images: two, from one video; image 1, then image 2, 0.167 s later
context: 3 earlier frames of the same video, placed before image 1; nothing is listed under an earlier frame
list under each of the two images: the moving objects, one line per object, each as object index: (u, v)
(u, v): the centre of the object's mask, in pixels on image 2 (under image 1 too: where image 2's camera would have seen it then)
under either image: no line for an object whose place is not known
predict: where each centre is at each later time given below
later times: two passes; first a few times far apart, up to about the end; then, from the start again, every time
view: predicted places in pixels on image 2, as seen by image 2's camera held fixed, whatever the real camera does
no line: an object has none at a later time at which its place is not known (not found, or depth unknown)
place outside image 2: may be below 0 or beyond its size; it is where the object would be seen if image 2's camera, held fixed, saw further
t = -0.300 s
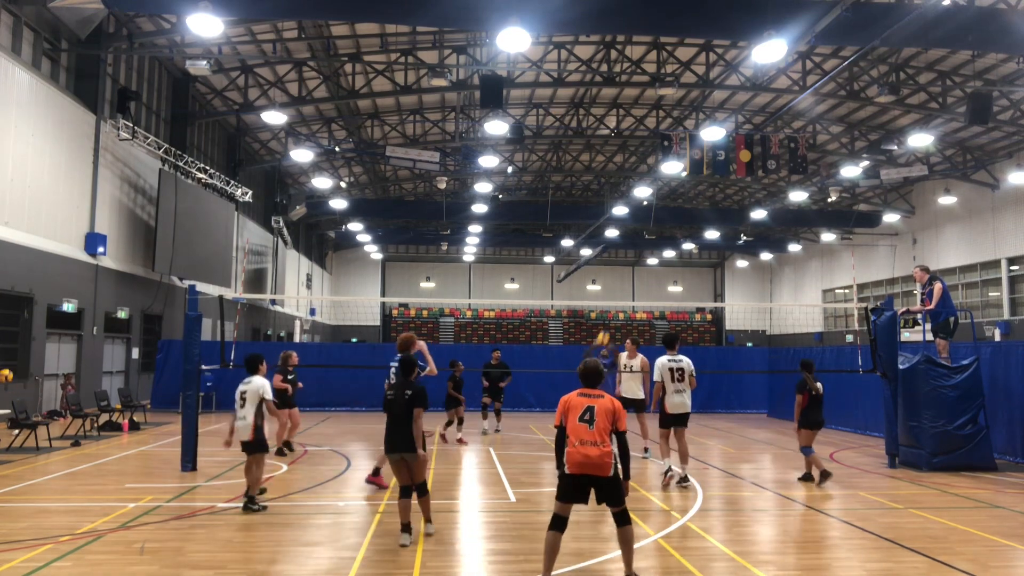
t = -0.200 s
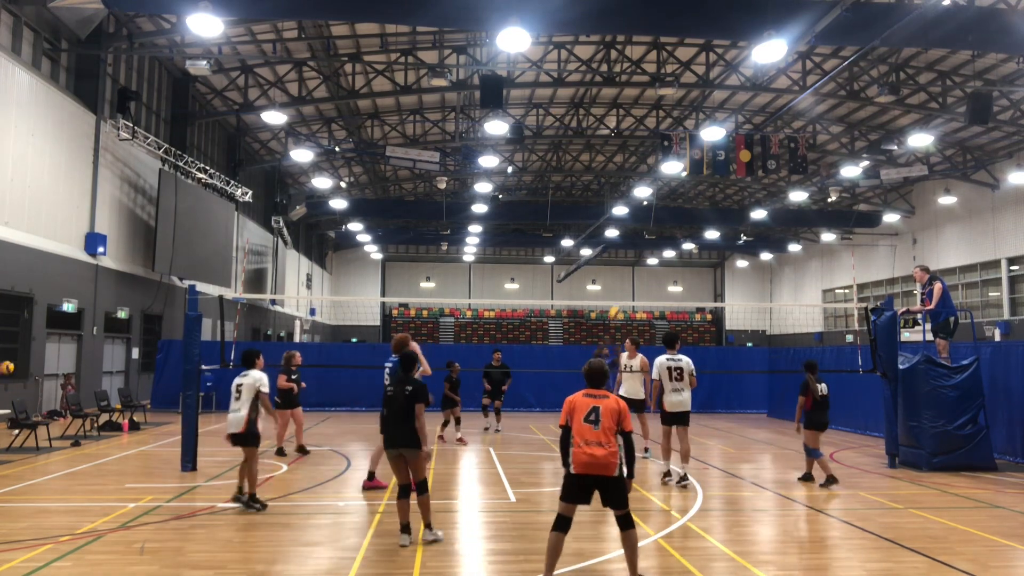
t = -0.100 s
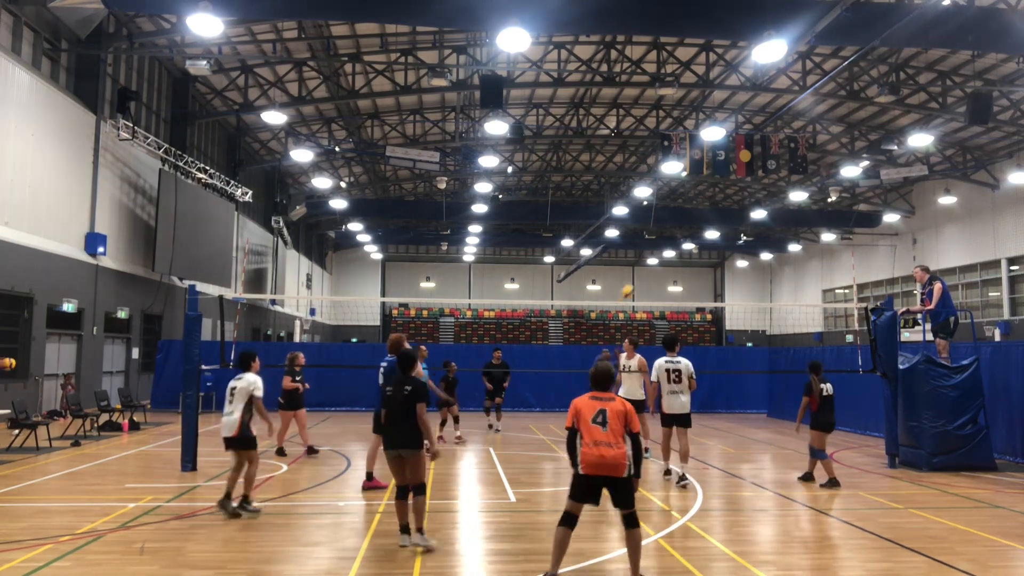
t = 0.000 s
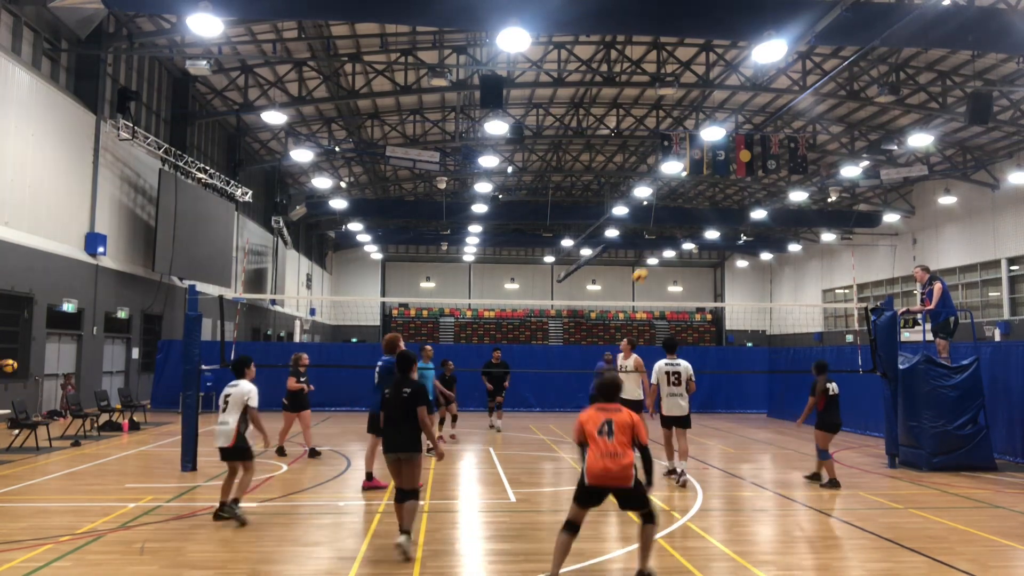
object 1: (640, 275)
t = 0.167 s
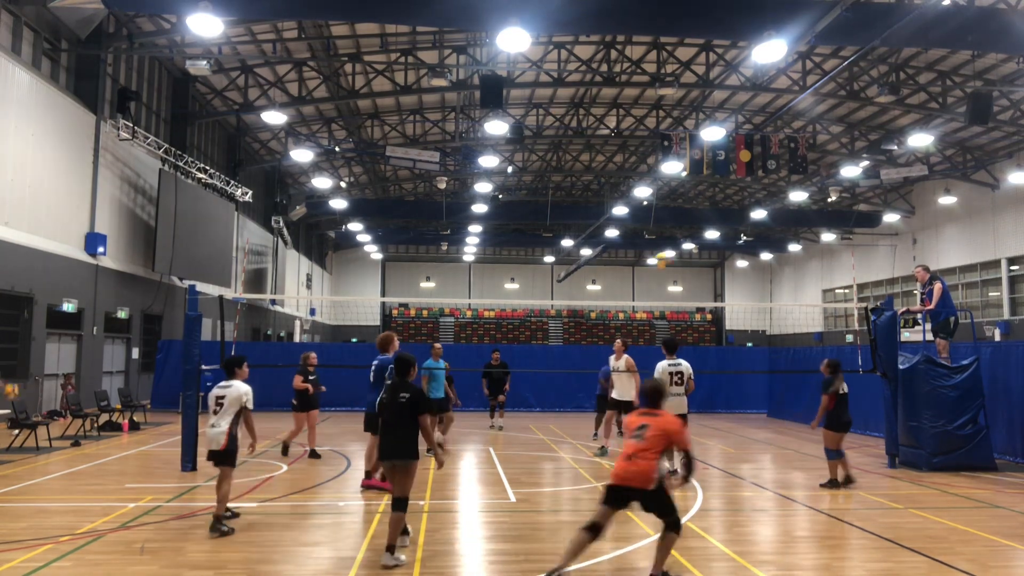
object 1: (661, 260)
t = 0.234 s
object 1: (674, 258)
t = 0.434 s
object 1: (711, 273)
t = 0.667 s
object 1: (768, 347)
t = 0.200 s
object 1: (667, 258)
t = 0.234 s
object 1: (674, 258)
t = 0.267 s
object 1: (679, 258)
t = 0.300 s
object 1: (685, 259)
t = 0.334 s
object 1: (691, 261)
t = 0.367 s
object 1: (697, 264)
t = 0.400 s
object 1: (703, 268)
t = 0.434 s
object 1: (711, 273)
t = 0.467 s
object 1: (717, 279)
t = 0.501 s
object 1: (726, 286)
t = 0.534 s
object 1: (734, 295)
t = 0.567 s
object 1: (742, 305)
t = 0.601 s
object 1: (751, 317)
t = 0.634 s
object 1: (759, 333)
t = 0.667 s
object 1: (768, 347)
